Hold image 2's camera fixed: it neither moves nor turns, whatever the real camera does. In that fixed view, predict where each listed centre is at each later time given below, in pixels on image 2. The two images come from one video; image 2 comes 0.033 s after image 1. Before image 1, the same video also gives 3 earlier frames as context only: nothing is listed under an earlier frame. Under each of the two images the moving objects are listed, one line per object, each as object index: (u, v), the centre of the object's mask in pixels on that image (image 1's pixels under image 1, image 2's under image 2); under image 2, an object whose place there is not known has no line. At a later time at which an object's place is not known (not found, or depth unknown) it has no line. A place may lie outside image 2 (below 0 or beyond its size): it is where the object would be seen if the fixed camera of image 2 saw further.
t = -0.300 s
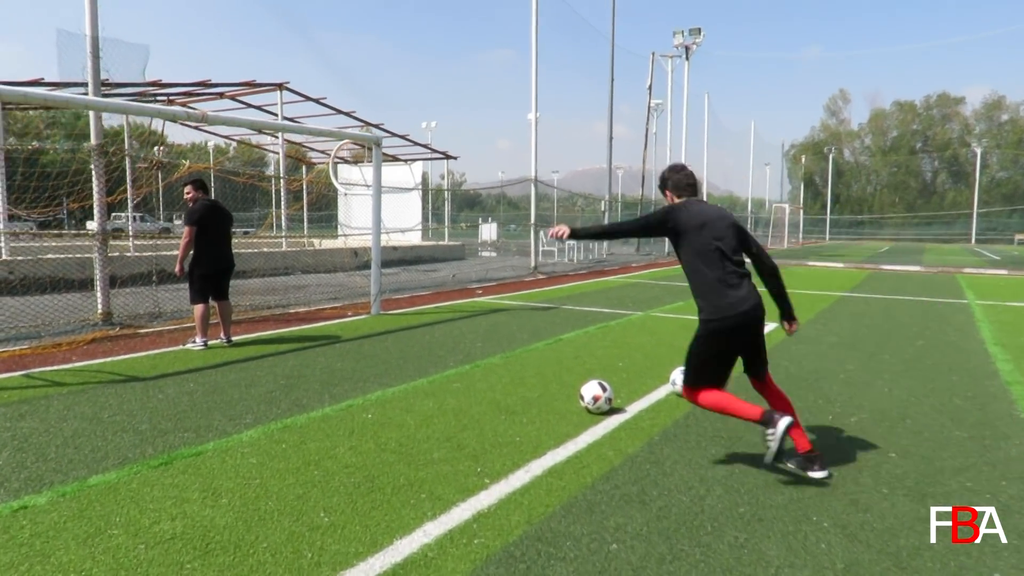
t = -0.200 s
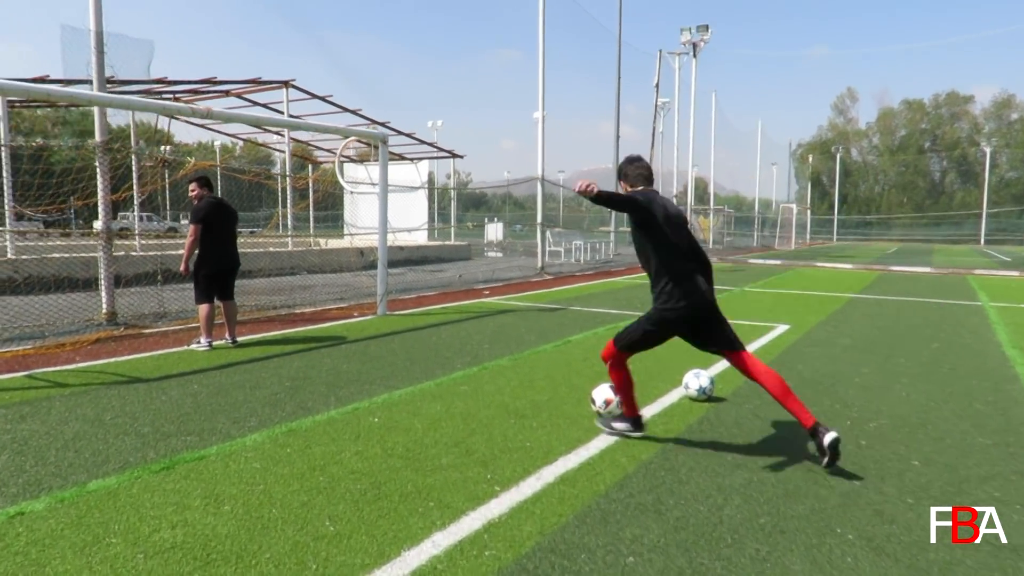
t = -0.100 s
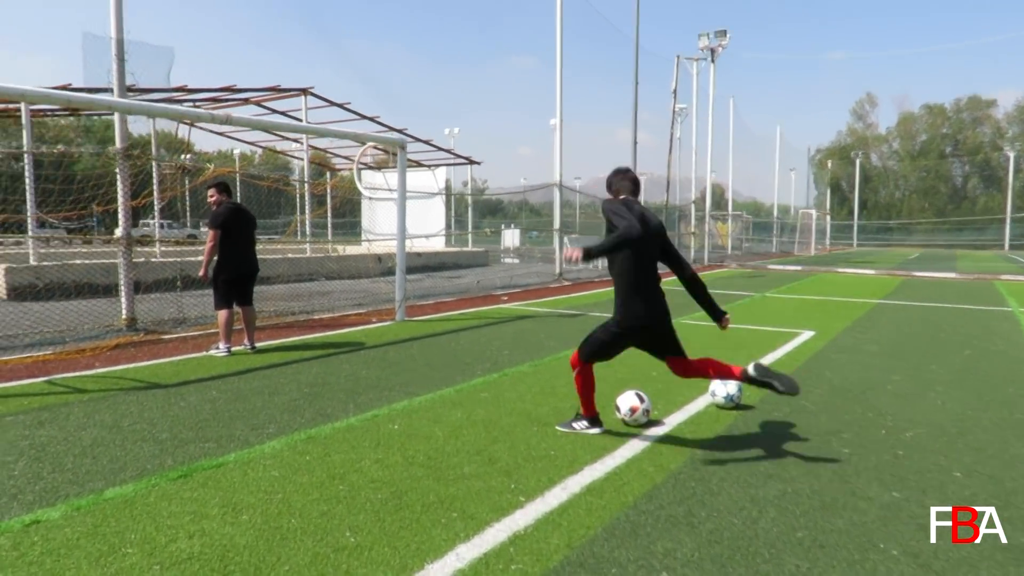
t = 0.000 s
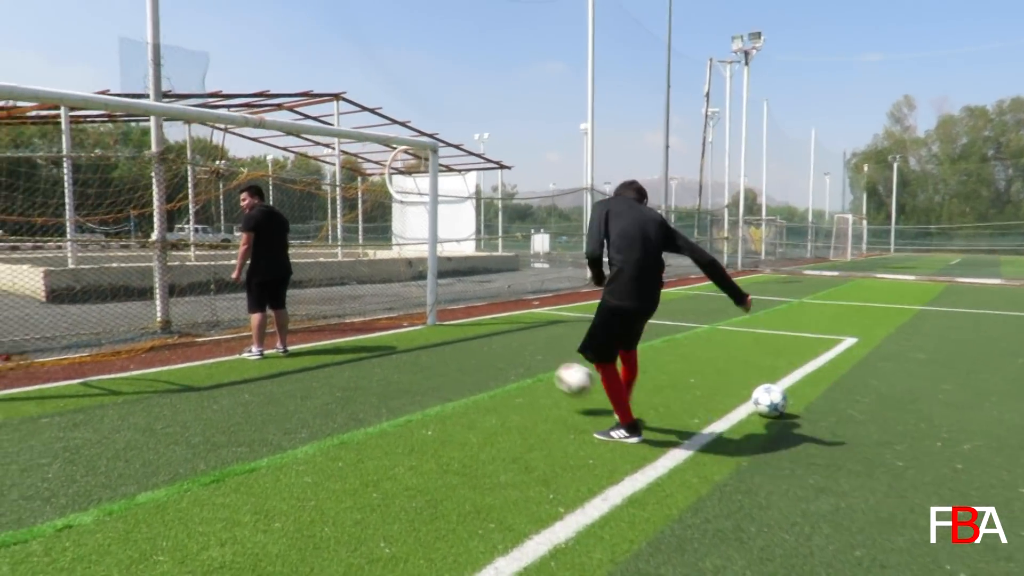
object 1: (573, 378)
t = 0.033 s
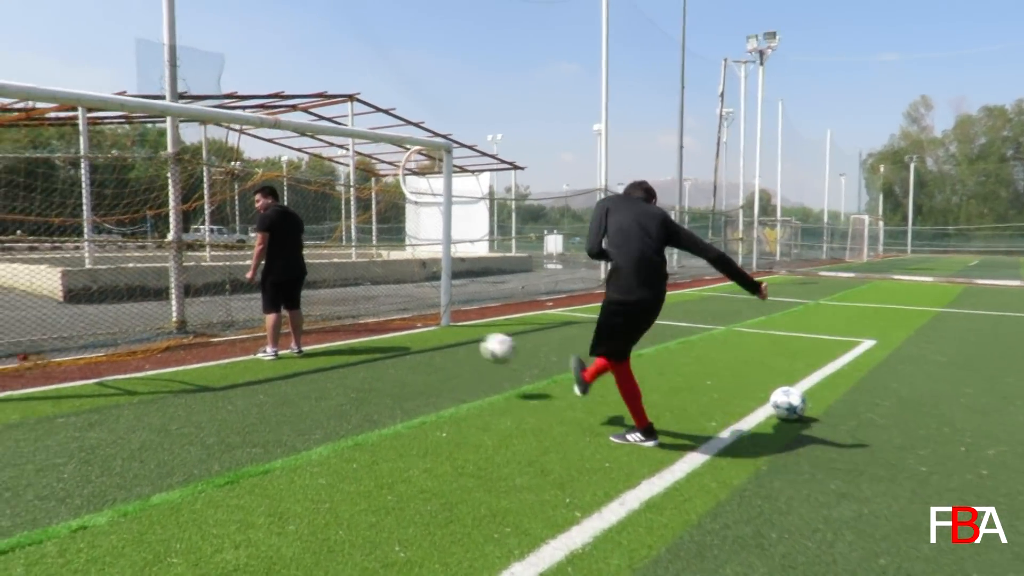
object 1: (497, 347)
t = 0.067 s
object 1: (420, 321)
